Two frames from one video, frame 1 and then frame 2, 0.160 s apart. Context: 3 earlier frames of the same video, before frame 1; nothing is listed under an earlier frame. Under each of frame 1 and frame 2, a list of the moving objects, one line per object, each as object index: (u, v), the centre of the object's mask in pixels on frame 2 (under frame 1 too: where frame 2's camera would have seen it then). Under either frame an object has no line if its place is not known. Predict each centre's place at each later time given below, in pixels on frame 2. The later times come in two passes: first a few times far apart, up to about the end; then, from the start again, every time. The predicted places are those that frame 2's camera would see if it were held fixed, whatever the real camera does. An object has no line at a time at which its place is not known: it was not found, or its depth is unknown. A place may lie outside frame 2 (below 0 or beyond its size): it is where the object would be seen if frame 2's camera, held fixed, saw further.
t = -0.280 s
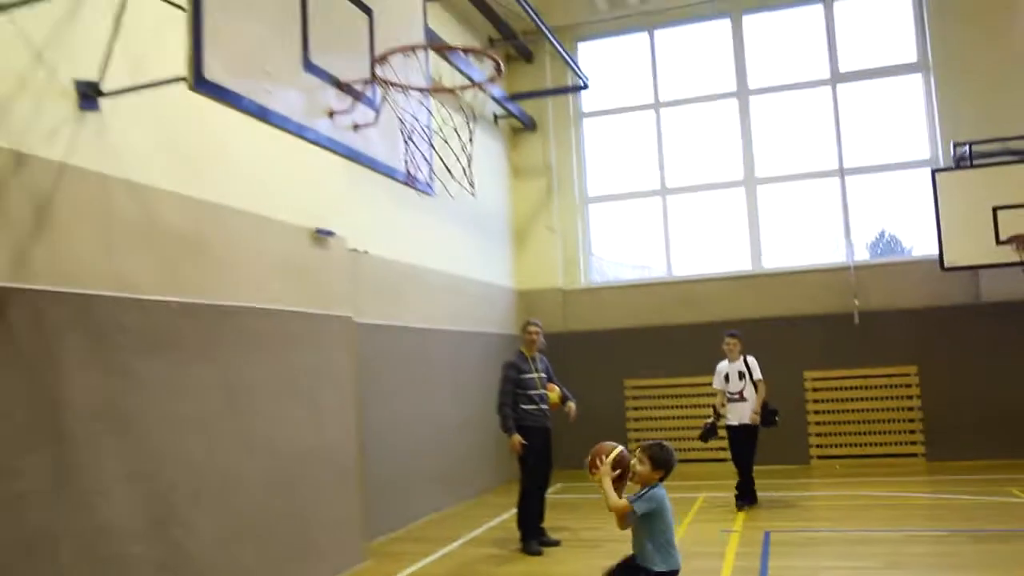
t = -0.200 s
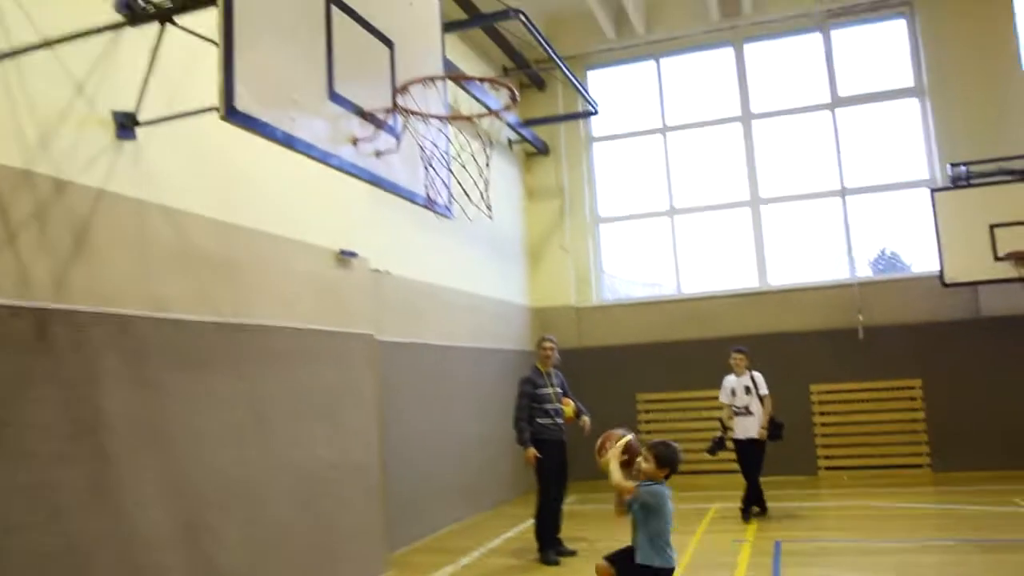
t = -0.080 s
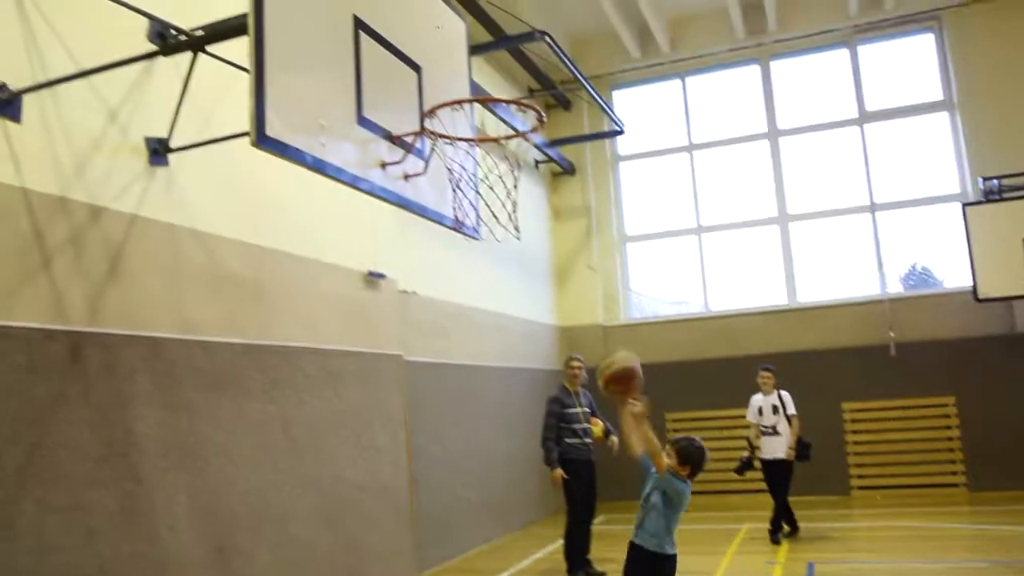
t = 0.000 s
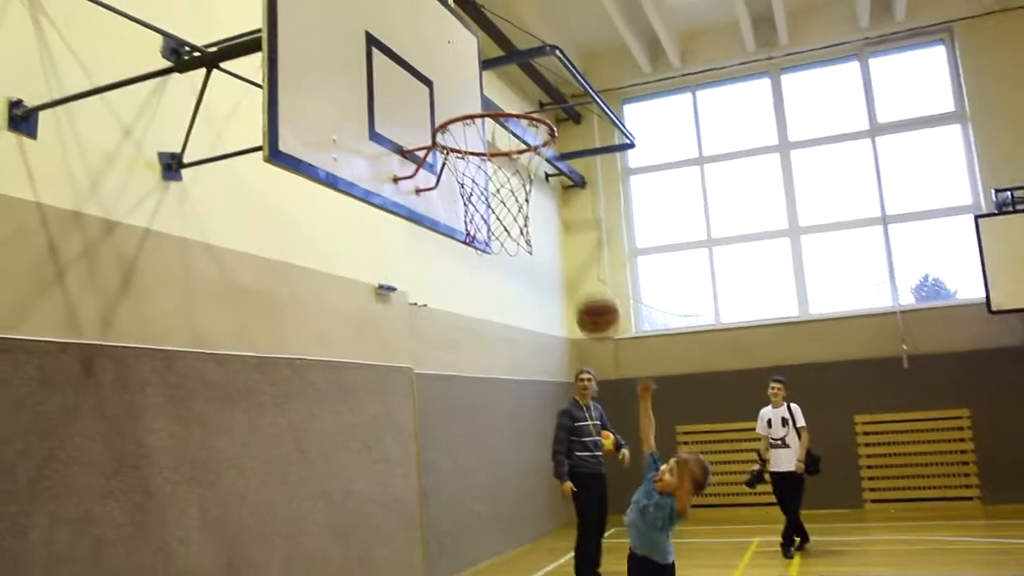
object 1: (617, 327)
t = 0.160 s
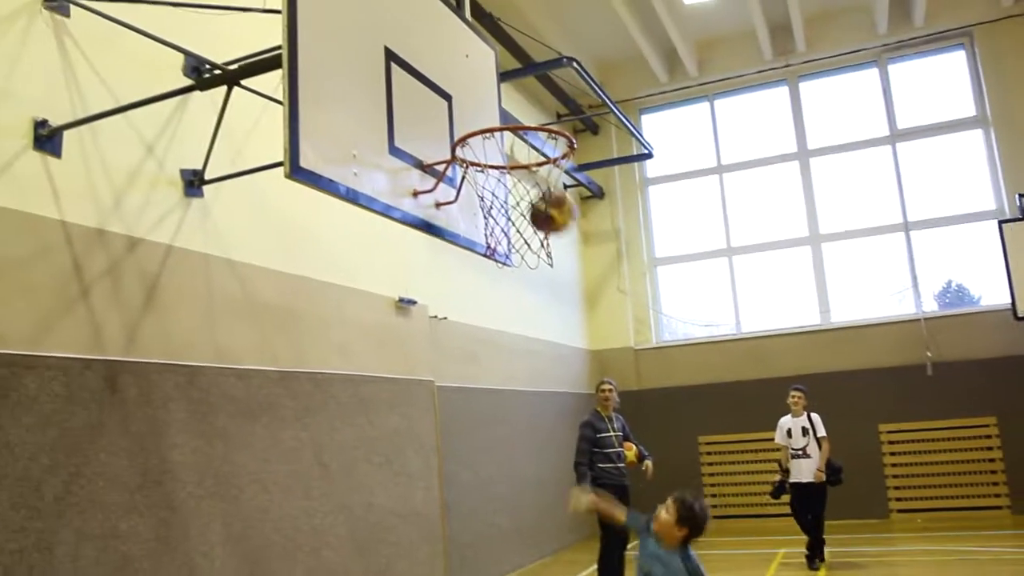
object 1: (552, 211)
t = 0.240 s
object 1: (518, 170)
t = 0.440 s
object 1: (465, 120)
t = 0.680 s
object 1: (527, 129)
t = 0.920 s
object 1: (500, 153)
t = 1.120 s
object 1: (520, 145)
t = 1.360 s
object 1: (557, 216)
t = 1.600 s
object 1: (516, 307)
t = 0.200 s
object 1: (534, 190)
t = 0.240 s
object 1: (518, 170)
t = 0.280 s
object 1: (502, 152)
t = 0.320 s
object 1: (484, 141)
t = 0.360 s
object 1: (467, 129)
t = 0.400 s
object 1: (462, 123)
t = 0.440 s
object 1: (465, 120)
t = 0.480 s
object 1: (469, 120)
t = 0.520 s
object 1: (473, 124)
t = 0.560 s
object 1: (482, 125)
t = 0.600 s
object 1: (497, 124)
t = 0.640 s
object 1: (511, 126)
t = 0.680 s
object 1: (527, 129)
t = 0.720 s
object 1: (545, 137)
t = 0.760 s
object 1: (548, 142)
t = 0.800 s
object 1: (543, 147)
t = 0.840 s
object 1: (530, 152)
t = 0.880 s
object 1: (514, 154)
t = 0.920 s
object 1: (500, 153)
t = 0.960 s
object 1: (488, 149)
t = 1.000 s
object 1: (487, 145)
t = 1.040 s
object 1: (492, 142)
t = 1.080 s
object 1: (505, 141)
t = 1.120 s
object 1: (520, 145)
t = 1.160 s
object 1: (534, 154)
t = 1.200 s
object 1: (542, 164)
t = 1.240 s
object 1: (552, 179)
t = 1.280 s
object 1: (558, 193)
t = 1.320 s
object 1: (559, 206)
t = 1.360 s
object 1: (557, 216)
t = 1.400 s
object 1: (551, 224)
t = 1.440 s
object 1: (543, 234)
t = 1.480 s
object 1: (536, 247)
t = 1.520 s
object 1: (529, 264)
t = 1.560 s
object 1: (522, 283)
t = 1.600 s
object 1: (516, 307)
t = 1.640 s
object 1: (509, 335)
